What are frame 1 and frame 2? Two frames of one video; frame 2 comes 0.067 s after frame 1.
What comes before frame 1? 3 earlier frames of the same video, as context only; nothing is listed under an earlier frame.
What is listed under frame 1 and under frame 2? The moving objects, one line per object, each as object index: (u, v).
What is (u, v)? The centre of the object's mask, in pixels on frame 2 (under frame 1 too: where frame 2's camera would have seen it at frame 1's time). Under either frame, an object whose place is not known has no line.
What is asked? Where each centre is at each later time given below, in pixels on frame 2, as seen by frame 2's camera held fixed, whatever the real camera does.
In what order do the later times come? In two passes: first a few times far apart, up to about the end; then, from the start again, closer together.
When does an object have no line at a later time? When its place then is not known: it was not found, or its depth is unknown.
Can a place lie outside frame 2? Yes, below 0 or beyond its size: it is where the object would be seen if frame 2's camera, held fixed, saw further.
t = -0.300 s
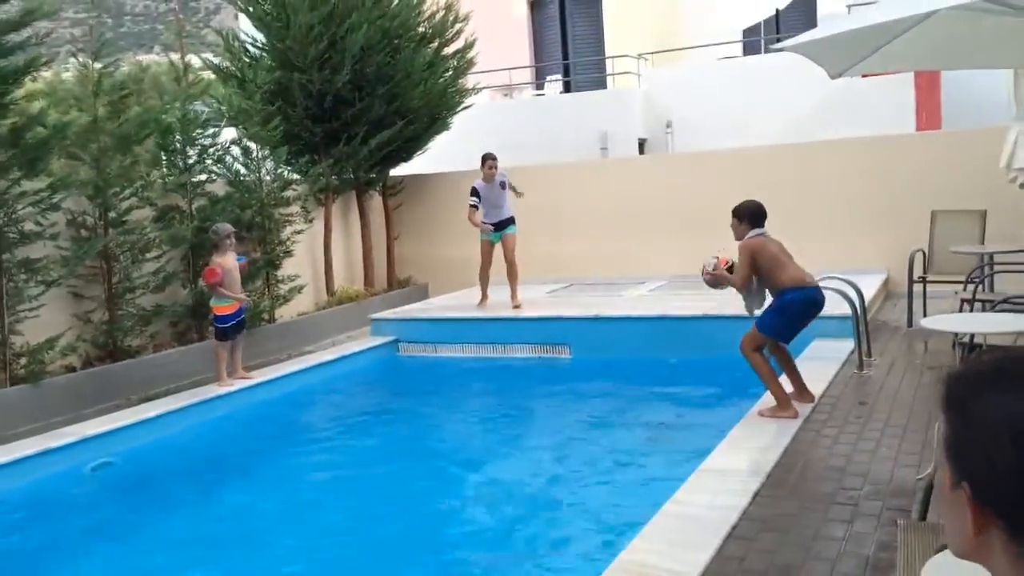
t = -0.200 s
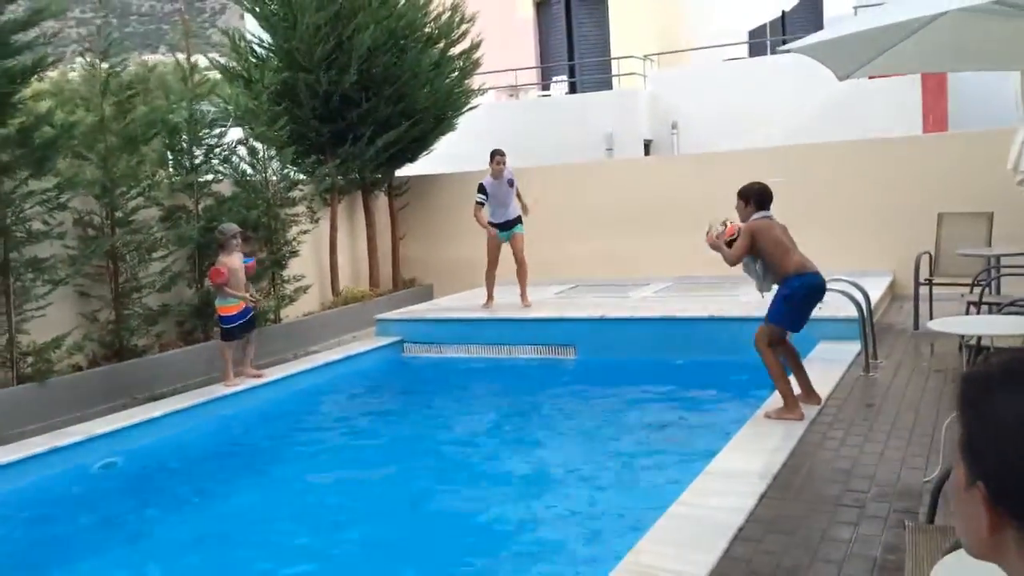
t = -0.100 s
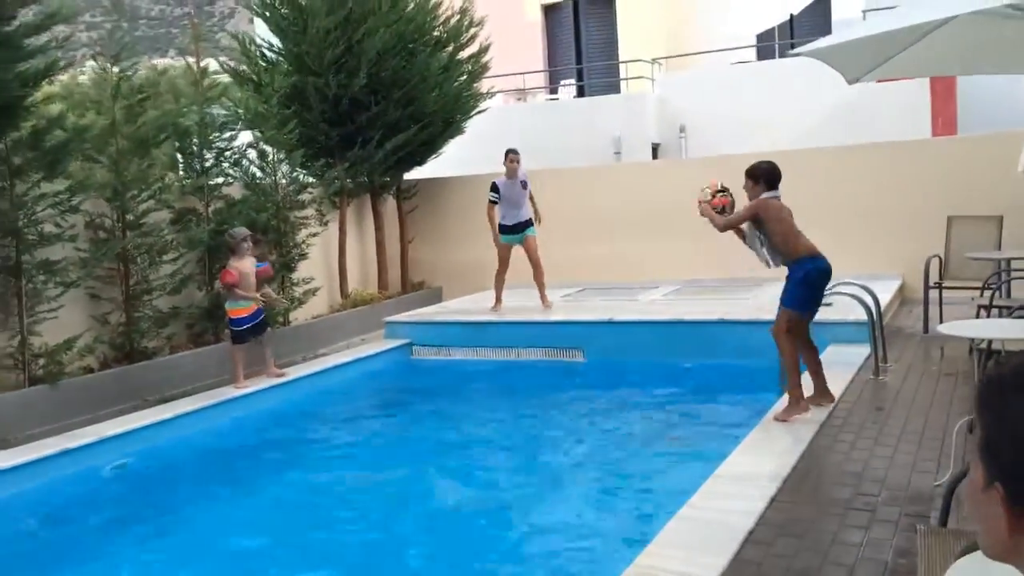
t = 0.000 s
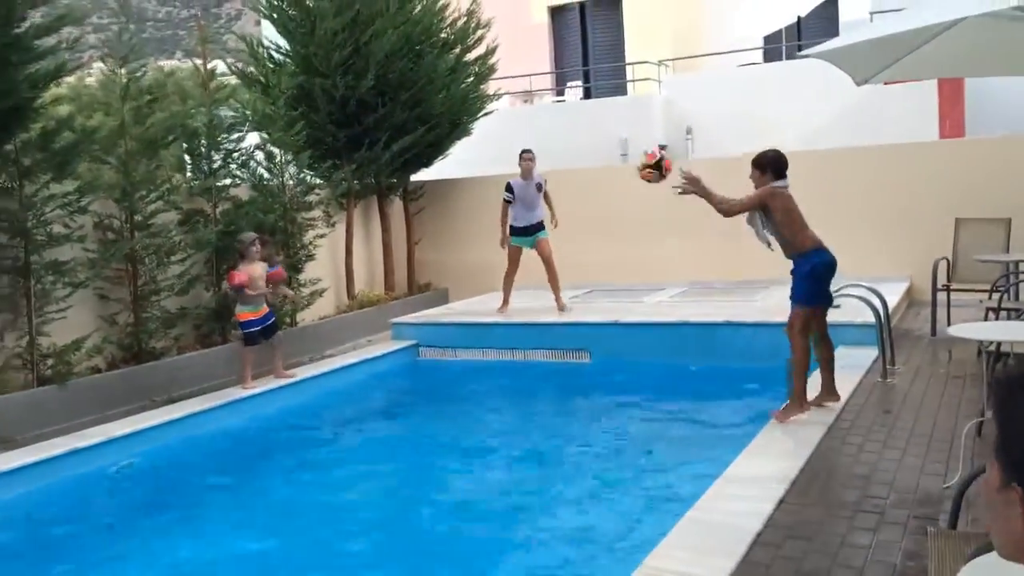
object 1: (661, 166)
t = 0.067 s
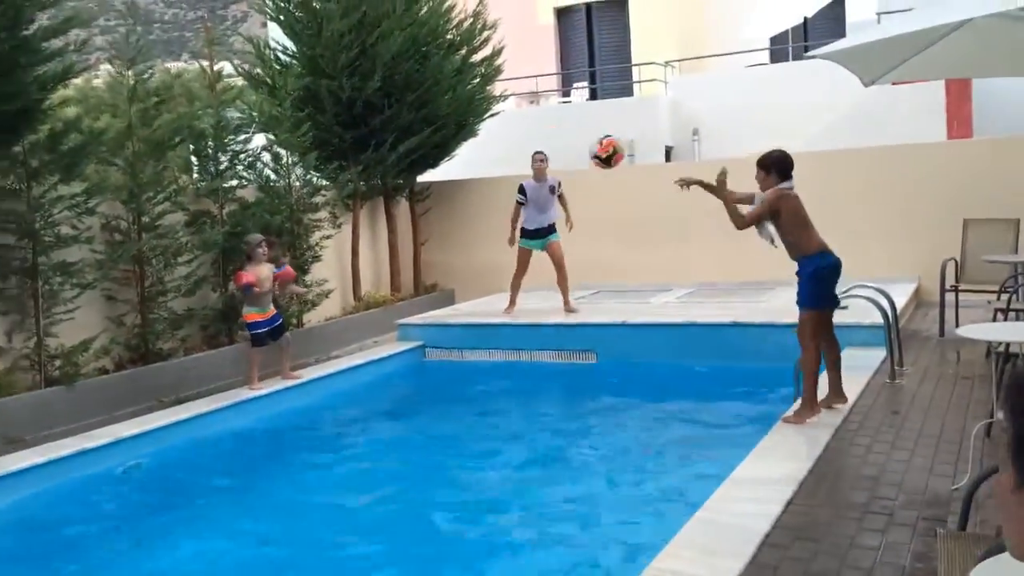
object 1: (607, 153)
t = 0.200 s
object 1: (508, 146)
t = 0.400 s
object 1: (381, 182)
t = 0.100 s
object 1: (582, 148)
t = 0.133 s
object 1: (556, 145)
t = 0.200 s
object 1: (508, 146)
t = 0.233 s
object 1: (486, 148)
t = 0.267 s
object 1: (463, 151)
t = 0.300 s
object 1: (442, 156)
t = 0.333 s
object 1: (421, 164)
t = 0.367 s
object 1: (401, 171)
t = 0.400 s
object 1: (381, 182)
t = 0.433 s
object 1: (362, 191)
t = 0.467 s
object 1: (345, 205)
